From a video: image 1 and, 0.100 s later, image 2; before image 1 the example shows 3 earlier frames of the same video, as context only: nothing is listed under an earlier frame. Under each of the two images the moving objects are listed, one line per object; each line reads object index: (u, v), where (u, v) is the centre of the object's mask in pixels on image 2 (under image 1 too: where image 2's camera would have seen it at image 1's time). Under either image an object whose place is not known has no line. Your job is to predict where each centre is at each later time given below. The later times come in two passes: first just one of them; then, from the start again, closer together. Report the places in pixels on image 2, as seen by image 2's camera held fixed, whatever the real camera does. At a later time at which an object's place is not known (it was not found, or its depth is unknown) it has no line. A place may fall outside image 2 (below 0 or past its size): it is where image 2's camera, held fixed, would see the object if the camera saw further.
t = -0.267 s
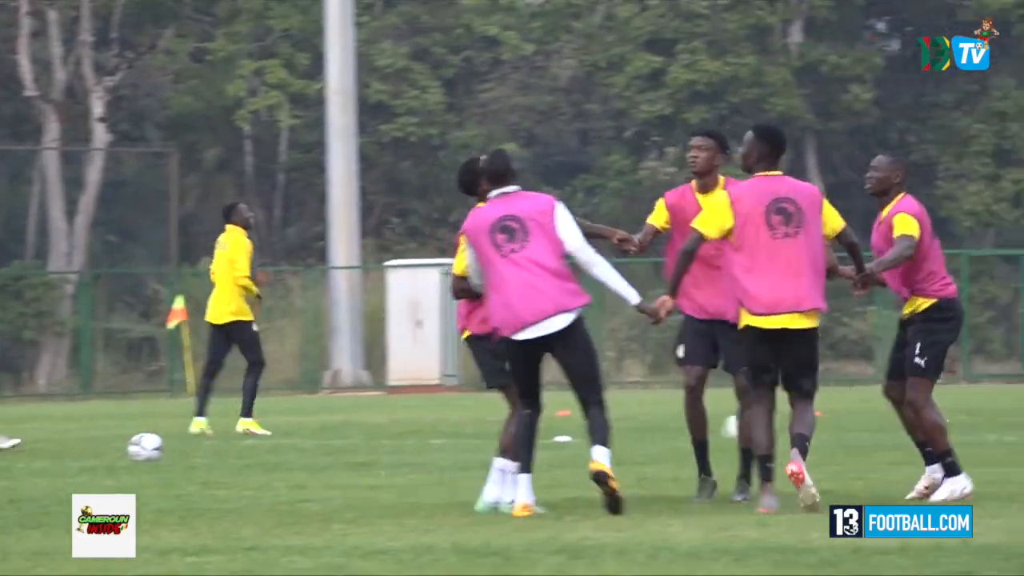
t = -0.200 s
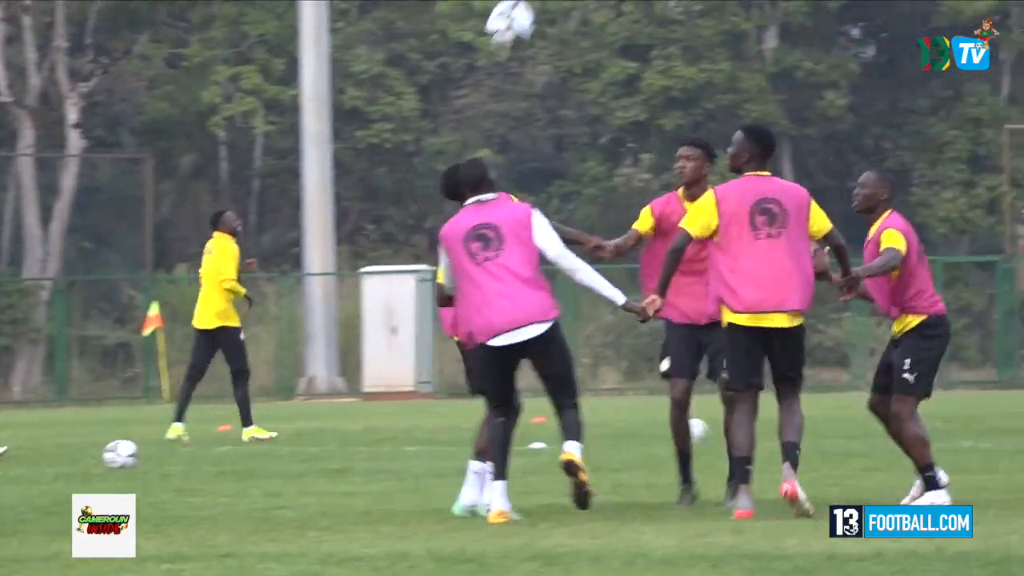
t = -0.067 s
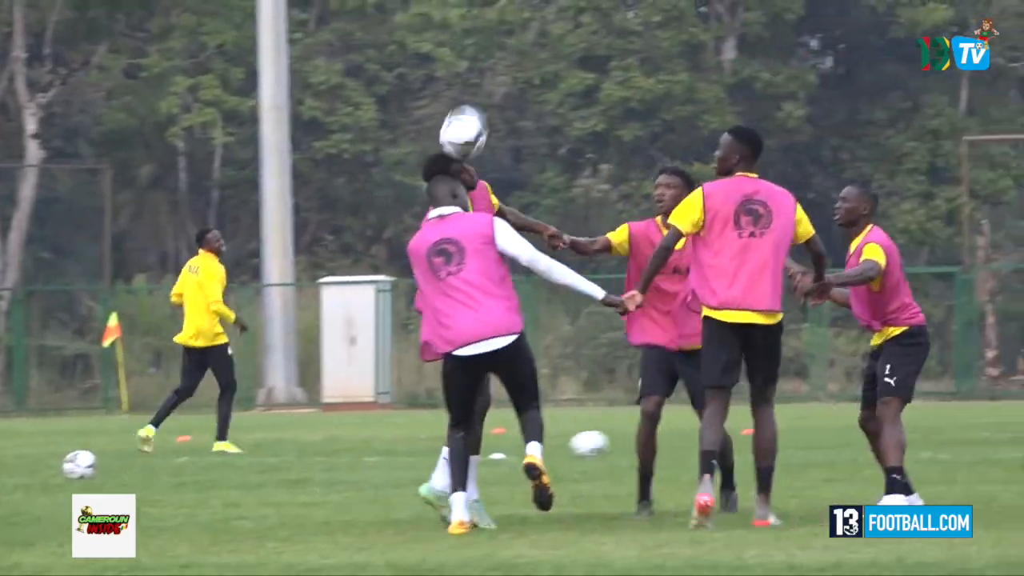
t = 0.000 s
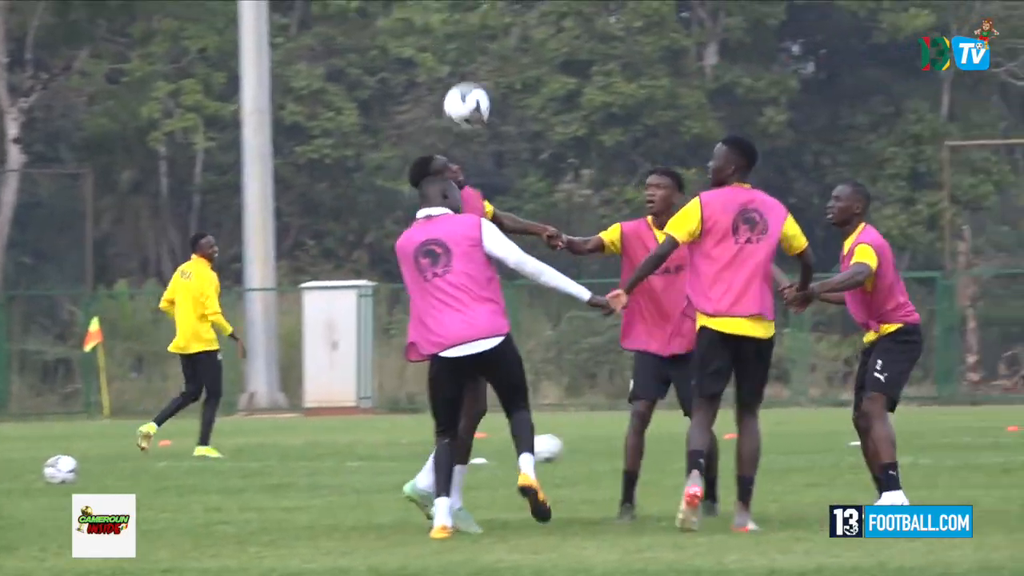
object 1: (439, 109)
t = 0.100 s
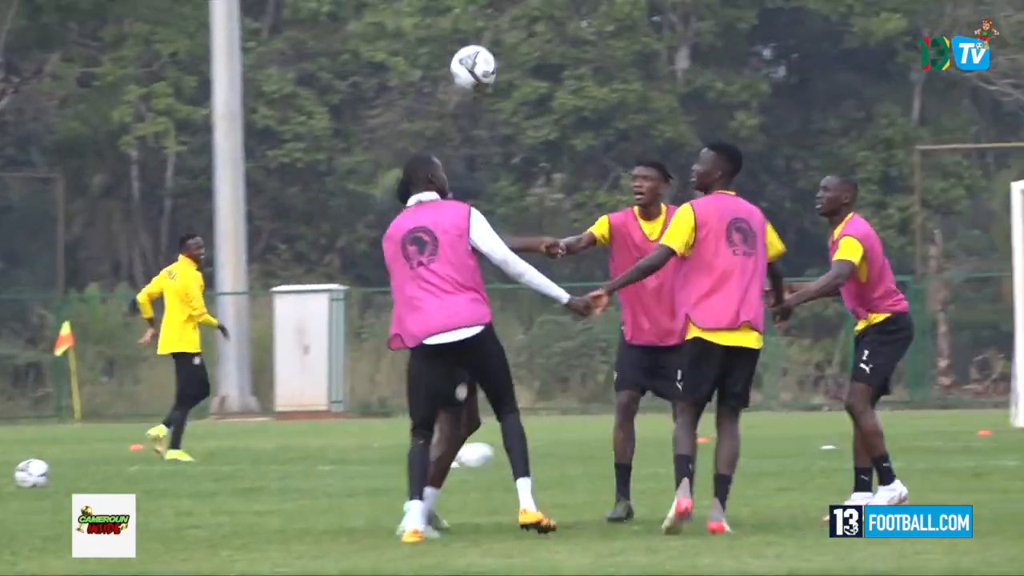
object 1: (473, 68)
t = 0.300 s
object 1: (543, 42)
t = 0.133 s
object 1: (485, 56)
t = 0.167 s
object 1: (497, 51)
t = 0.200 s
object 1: (509, 45)
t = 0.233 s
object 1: (519, 43)
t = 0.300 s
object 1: (543, 42)
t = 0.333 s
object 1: (555, 46)
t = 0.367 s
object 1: (565, 51)
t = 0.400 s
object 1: (576, 60)
